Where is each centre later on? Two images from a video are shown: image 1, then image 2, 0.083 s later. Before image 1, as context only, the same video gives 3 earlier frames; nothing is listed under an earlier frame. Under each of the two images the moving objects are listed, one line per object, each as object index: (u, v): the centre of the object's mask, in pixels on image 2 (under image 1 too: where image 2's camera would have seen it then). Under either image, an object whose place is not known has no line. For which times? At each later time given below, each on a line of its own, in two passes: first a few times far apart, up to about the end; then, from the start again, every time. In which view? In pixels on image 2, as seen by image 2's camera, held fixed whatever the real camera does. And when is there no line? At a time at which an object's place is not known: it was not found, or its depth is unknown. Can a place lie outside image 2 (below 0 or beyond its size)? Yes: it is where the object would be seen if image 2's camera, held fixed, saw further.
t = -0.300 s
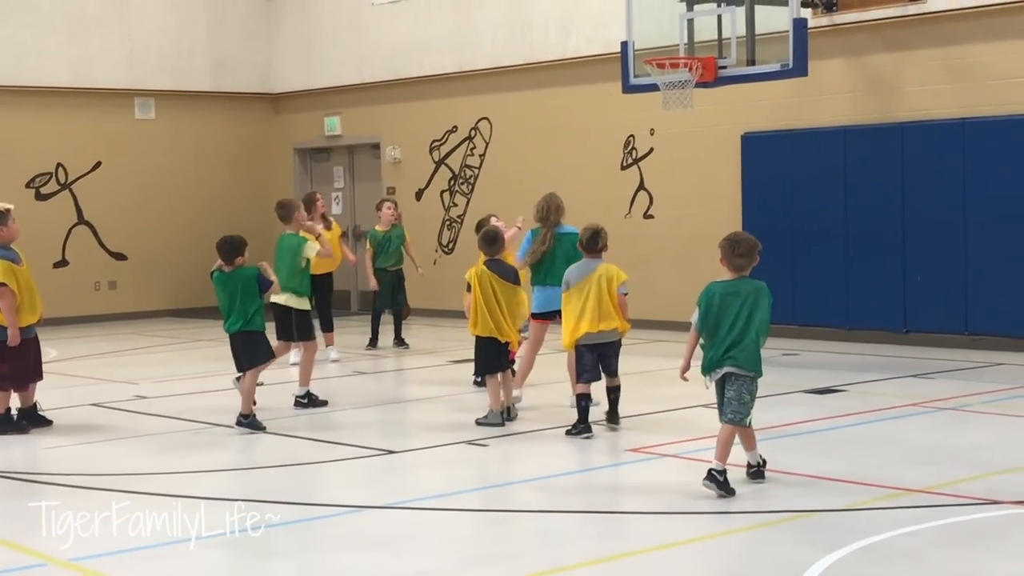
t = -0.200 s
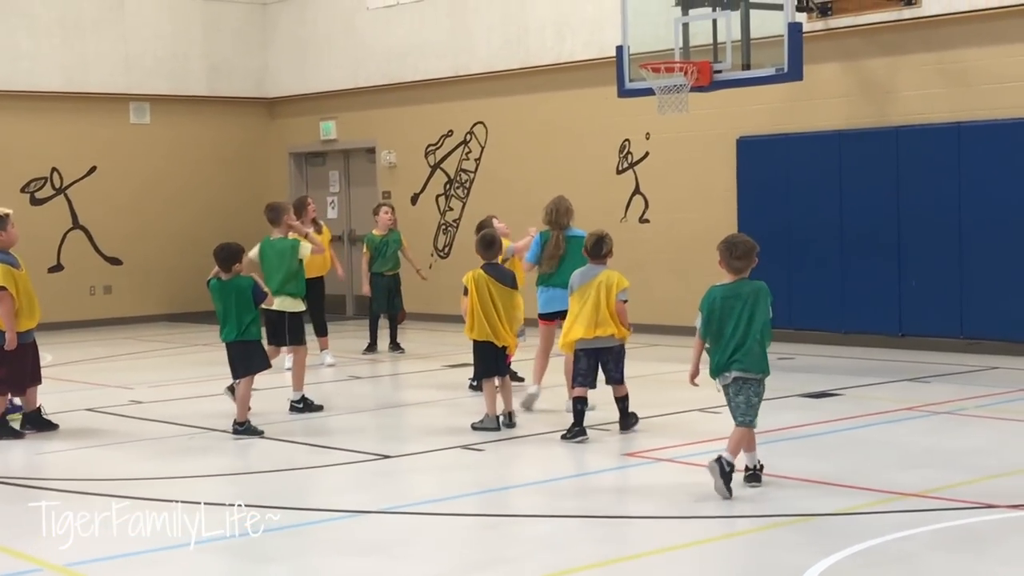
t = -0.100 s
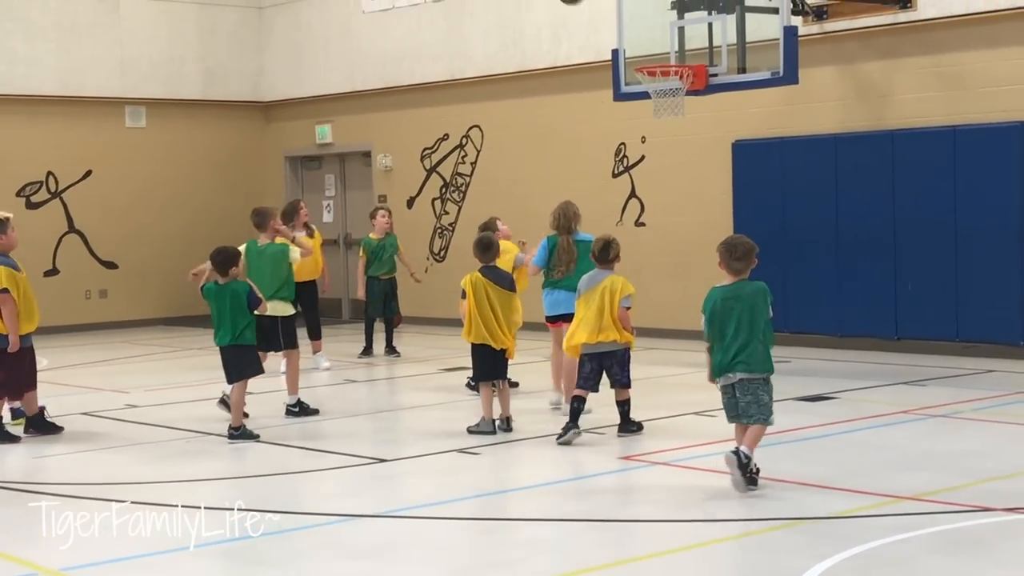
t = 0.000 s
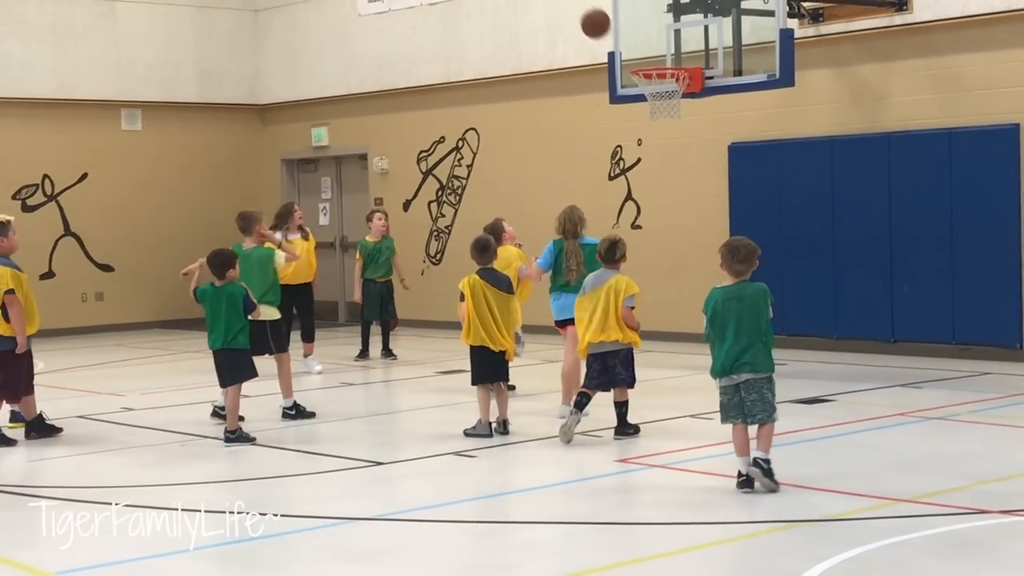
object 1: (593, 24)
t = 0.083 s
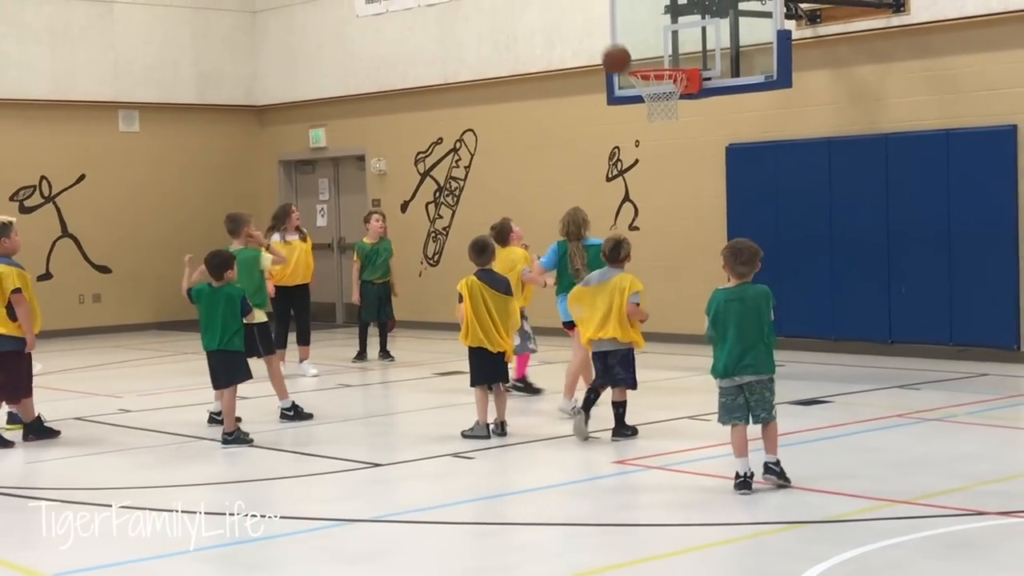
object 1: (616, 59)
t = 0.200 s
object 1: (577, 82)
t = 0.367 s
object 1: (503, 130)
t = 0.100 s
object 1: (620, 66)
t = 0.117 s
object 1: (615, 69)
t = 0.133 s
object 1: (607, 71)
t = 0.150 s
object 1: (599, 73)
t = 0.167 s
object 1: (591, 76)
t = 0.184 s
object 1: (585, 78)
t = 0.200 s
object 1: (577, 82)
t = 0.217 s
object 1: (570, 86)
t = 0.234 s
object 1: (562, 89)
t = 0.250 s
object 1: (555, 93)
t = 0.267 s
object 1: (548, 97)
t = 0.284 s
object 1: (540, 102)
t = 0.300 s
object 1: (533, 107)
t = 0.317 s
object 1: (526, 112)
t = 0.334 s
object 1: (518, 118)
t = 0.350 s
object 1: (511, 123)
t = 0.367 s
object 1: (503, 130)
